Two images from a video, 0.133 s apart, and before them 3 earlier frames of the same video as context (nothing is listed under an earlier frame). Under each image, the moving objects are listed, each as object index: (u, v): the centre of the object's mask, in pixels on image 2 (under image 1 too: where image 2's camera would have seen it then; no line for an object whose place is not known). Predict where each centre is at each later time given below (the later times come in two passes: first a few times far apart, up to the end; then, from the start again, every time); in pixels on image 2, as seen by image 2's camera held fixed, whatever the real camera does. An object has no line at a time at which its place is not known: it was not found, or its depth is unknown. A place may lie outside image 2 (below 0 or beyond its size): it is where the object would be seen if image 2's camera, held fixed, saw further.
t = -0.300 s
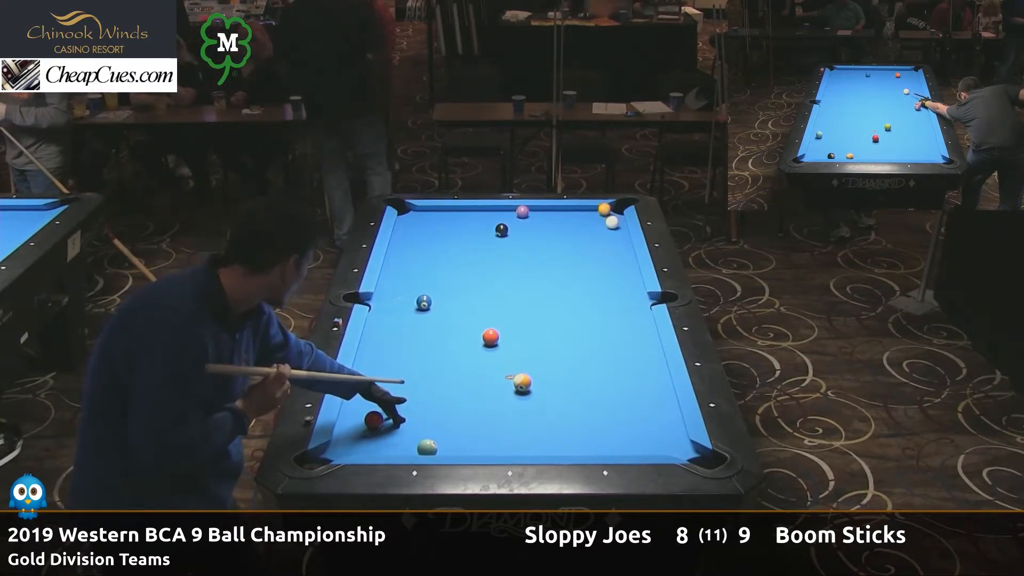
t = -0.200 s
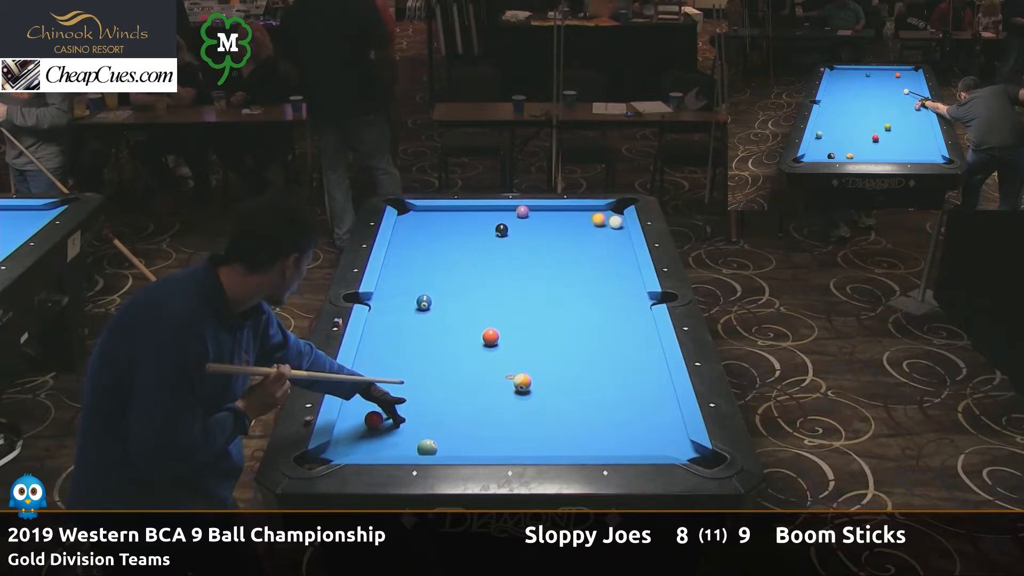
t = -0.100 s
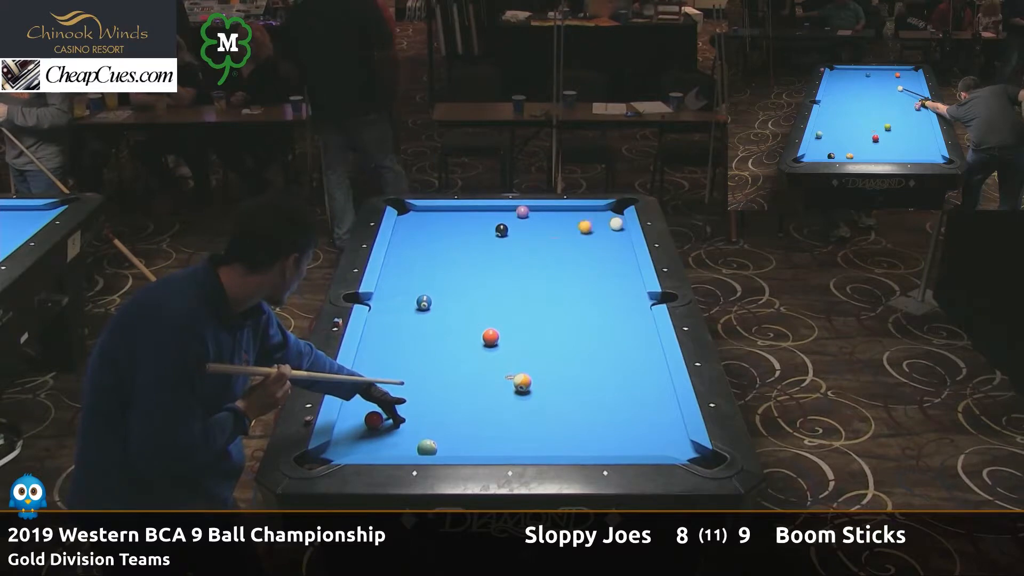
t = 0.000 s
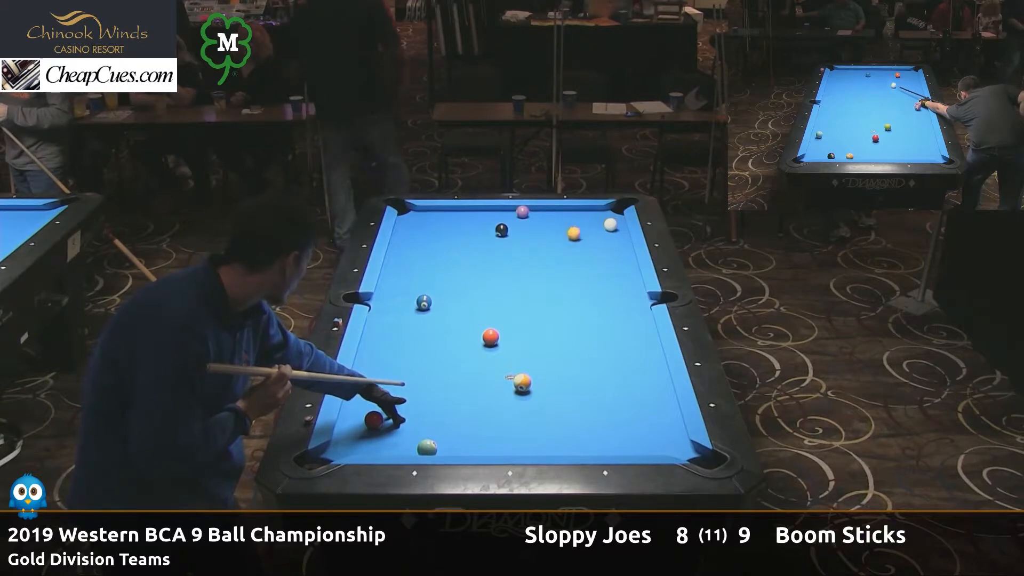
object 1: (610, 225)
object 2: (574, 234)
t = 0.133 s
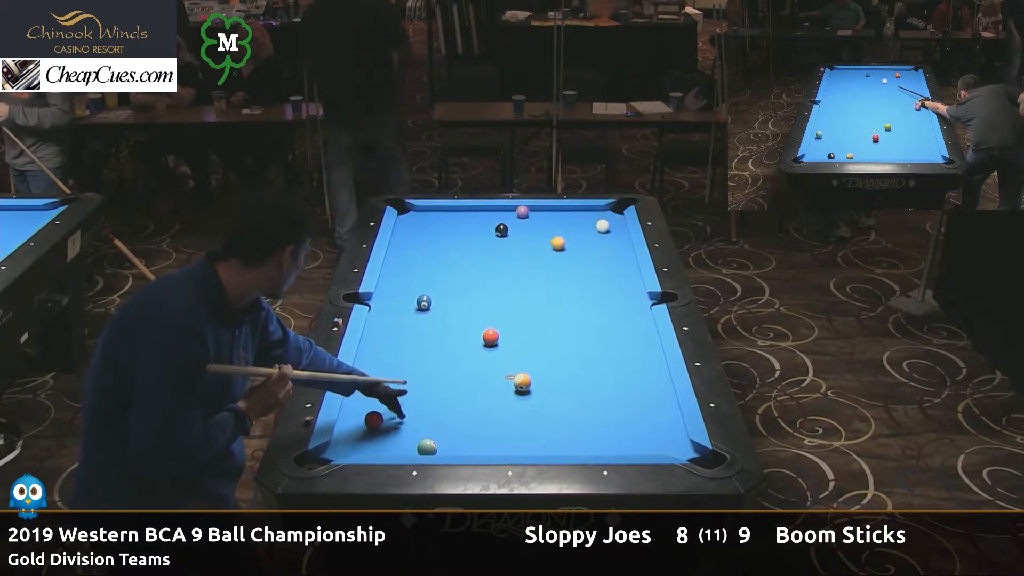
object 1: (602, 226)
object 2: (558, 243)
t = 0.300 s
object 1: (593, 228)
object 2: (537, 255)
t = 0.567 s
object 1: (579, 230)
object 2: (503, 276)
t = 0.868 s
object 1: (564, 233)
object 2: (460, 301)
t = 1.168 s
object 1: (551, 235)
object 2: (415, 329)
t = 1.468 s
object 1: (539, 237)
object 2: (366, 358)
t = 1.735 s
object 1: (530, 238)
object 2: (377, 382)
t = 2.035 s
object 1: (521, 240)
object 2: (397, 407)
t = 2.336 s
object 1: (513, 241)
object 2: (418, 433)
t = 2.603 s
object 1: (508, 243)
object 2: (436, 435)
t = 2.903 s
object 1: (503, 243)
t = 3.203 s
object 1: (500, 244)
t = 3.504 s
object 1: (499, 244)
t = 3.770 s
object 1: (499, 244)
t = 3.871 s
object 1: (499, 244)
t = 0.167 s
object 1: (601, 227)
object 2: (554, 246)
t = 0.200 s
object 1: (599, 227)
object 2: (550, 248)
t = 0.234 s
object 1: (597, 227)
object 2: (545, 251)
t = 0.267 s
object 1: (595, 227)
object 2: (541, 253)
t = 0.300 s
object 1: (593, 228)
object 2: (537, 255)
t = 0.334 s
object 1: (591, 228)
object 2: (533, 258)
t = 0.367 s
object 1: (590, 229)
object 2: (529, 261)
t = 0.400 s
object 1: (588, 229)
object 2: (525, 263)
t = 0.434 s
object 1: (586, 229)
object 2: (520, 266)
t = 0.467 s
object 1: (584, 229)
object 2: (516, 268)
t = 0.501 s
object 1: (583, 230)
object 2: (511, 271)
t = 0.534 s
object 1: (581, 230)
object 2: (507, 274)
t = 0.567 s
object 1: (579, 230)
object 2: (503, 276)
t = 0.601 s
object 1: (577, 230)
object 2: (498, 279)
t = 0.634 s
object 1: (576, 231)
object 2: (493, 282)
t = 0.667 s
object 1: (574, 231)
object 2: (489, 284)
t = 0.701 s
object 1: (573, 231)
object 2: (484, 287)
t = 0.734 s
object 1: (571, 232)
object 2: (480, 290)
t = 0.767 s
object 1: (569, 232)
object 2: (475, 293)
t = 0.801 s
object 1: (568, 232)
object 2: (470, 296)
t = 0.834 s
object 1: (566, 232)
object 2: (465, 299)
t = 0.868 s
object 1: (564, 233)
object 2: (460, 301)
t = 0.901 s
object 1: (563, 233)
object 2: (456, 304)
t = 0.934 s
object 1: (562, 233)
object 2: (451, 307)
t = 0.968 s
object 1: (560, 233)
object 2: (446, 310)
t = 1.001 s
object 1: (559, 234)
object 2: (441, 313)
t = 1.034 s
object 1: (557, 234)
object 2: (436, 316)
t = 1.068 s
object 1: (555, 234)
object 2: (431, 319)
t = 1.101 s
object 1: (554, 234)
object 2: (426, 322)
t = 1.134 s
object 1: (553, 235)
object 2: (420, 325)
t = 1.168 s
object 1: (551, 235)
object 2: (415, 329)
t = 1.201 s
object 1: (550, 235)
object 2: (410, 332)
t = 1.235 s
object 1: (549, 235)
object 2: (405, 335)
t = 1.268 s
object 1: (547, 235)
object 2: (399, 338)
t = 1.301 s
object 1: (546, 236)
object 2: (394, 341)
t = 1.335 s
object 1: (545, 236)
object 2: (388, 345)
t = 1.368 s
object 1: (543, 236)
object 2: (383, 348)
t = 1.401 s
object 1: (542, 237)
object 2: (378, 352)
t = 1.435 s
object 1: (541, 237)
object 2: (372, 355)
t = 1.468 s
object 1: (539, 237)
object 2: (366, 358)
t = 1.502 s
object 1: (538, 237)
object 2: (362, 362)
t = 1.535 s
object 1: (537, 237)
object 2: (364, 364)
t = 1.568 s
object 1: (536, 237)
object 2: (366, 367)
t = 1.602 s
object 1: (535, 238)
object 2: (368, 370)
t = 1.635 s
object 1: (533, 238)
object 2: (371, 373)
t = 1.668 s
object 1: (532, 238)
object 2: (373, 376)
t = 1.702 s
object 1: (531, 238)
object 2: (375, 379)
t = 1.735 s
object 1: (530, 238)
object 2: (377, 382)
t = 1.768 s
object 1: (529, 238)
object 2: (379, 384)
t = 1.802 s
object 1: (528, 239)
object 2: (381, 387)
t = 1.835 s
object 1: (527, 239)
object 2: (383, 390)
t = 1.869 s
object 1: (526, 239)
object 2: (386, 393)
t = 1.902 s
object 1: (525, 239)
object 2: (388, 396)
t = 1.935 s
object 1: (524, 239)
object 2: (390, 399)
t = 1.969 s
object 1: (523, 240)
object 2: (392, 402)
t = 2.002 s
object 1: (522, 240)
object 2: (395, 404)
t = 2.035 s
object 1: (521, 240)
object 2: (397, 407)
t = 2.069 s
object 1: (520, 240)
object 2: (399, 411)
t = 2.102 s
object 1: (519, 240)
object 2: (402, 414)
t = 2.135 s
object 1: (518, 240)
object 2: (404, 416)
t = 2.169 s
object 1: (518, 241)
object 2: (407, 419)
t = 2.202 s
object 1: (516, 241)
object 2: (409, 422)
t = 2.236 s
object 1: (516, 241)
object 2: (411, 424)
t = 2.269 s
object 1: (515, 241)
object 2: (414, 428)
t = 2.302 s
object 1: (514, 241)
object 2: (416, 431)
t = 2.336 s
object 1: (513, 241)
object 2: (418, 433)
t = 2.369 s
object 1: (513, 242)
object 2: (421, 435)
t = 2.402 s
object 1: (512, 242)
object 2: (423, 436)
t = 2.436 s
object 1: (511, 242)
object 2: (425, 436)
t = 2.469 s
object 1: (511, 242)
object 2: (427, 436)
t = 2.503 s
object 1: (510, 242)
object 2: (429, 436)
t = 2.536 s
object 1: (509, 242)
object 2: (432, 435)
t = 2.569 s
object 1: (509, 242)
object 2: (434, 435)
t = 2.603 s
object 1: (508, 243)
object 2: (436, 435)
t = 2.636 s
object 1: (507, 243)
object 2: (438, 434)
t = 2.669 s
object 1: (507, 243)
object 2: (440, 434)
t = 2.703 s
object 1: (506, 243)
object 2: (442, 433)
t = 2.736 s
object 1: (506, 243)
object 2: (444, 432)
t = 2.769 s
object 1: (505, 243)
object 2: (446, 431)
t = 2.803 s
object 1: (504, 243)
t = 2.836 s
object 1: (504, 243)
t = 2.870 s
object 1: (503, 243)
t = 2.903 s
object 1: (503, 243)
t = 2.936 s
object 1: (503, 243)
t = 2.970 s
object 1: (502, 243)
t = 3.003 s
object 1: (502, 243)
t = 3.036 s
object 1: (501, 243)
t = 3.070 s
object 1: (501, 243)
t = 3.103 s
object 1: (501, 244)
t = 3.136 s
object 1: (500, 244)
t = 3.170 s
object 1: (500, 244)
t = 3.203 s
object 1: (500, 244)
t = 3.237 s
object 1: (500, 244)
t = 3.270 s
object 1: (499, 244)
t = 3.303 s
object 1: (499, 244)
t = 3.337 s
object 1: (499, 244)
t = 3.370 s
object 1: (499, 244)
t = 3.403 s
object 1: (499, 244)
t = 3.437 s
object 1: (499, 244)
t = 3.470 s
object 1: (499, 244)
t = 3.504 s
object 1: (499, 244)
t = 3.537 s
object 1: (498, 244)
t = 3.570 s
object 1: (499, 244)
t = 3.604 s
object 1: (499, 244)
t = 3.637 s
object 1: (499, 244)
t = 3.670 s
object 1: (499, 244)
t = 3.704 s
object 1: (499, 244)
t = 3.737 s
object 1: (499, 244)
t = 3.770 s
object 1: (499, 244)
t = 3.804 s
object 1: (499, 244)
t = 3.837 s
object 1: (499, 244)
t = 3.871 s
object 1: (499, 244)
